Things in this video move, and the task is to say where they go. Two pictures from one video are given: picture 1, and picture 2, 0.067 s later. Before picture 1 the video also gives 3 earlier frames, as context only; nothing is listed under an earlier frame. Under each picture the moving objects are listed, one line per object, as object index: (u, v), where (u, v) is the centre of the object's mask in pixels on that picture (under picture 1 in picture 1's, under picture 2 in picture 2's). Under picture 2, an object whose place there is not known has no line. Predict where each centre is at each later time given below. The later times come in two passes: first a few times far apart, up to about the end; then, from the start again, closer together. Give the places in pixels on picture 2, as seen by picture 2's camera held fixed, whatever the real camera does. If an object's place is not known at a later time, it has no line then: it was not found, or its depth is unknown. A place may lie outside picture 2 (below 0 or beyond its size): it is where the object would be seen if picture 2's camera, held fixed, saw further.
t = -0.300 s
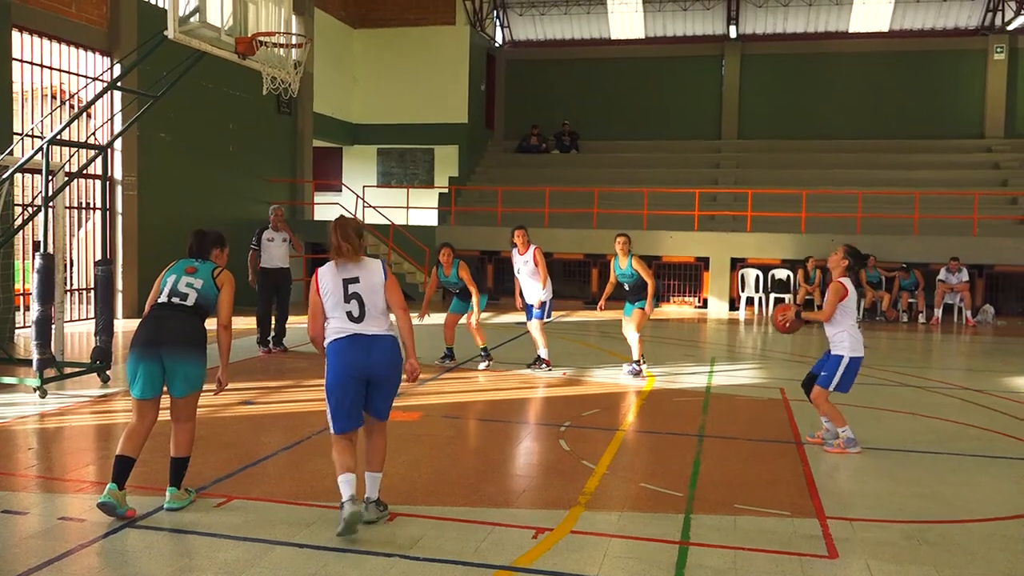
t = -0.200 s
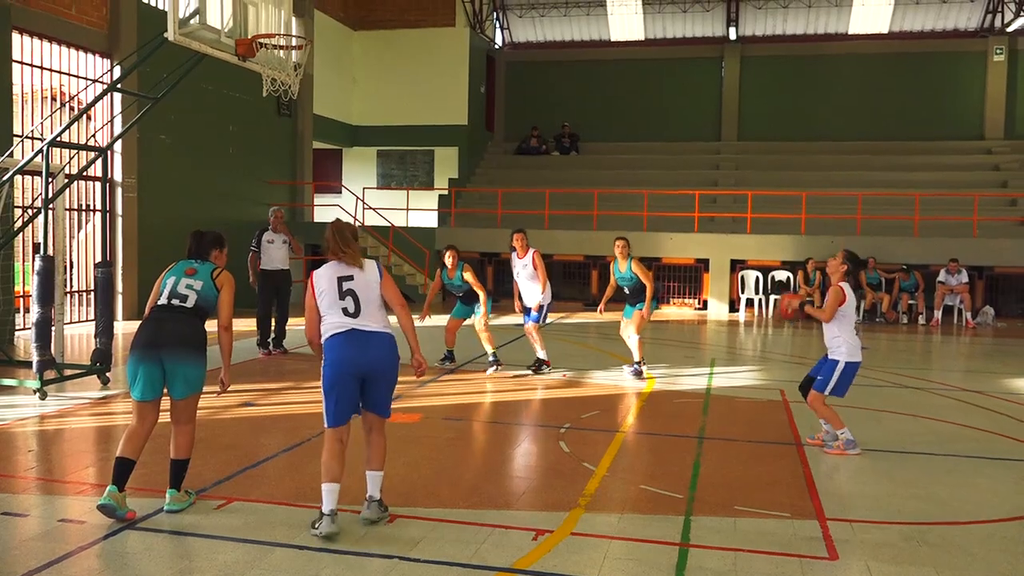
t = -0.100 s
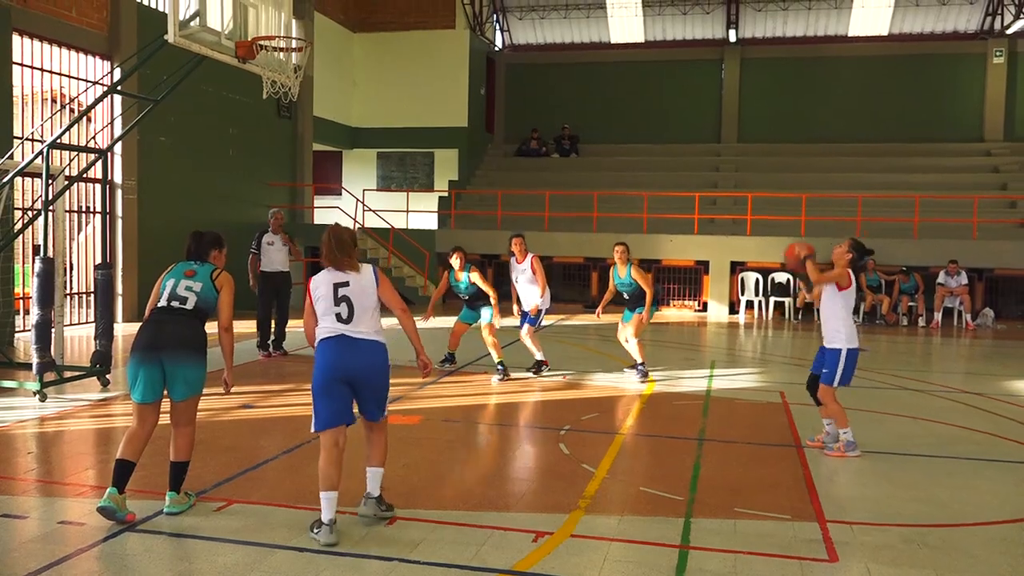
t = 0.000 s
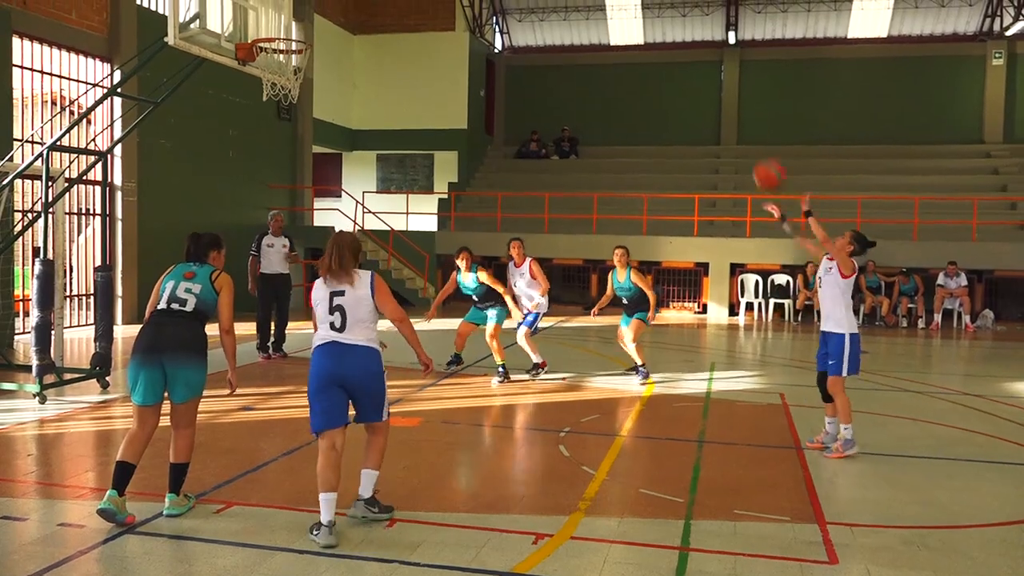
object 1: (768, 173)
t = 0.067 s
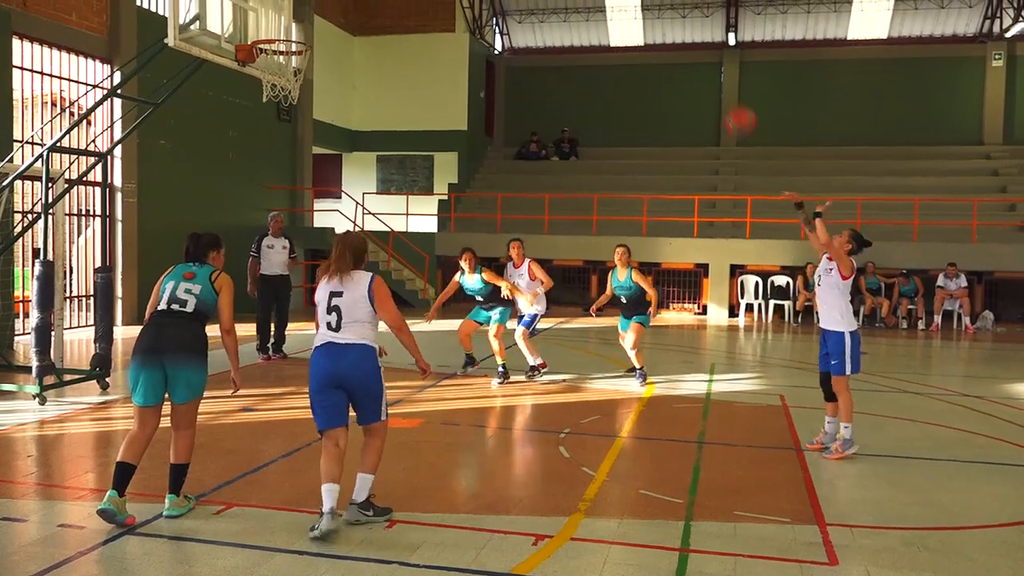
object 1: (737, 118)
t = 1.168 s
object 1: (296, 34)
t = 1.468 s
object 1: (284, 25)
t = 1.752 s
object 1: (291, 24)
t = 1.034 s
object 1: (338, -2)
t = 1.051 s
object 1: (329, -1)
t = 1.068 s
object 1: (325, 4)
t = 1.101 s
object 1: (313, 19)
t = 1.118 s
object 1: (308, 31)
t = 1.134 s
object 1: (303, 33)
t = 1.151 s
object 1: (299, 33)
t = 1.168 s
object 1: (296, 34)
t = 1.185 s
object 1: (289, 33)
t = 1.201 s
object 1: (285, 33)
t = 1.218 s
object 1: (281, 33)
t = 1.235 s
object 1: (277, 35)
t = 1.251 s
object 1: (272, 37)
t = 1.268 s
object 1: (271, 35)
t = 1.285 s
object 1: (273, 34)
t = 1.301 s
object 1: (274, 32)
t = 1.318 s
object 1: (275, 32)
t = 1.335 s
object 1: (276, 32)
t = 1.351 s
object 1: (277, 30)
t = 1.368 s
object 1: (278, 30)
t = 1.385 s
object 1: (279, 29)
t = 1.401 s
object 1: (281, 29)
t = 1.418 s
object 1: (282, 29)
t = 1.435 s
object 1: (282, 27)
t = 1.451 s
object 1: (283, 26)
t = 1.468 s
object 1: (284, 25)
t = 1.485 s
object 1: (284, 24)
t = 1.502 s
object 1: (285, 24)
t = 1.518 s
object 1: (286, 24)
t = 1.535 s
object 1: (286, 24)
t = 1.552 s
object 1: (287, 25)
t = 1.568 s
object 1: (287, 26)
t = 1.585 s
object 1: (289, 26)
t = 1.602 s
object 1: (289, 25)
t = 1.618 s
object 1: (290, 25)
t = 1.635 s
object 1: (290, 25)
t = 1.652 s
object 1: (290, 25)
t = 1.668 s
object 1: (290, 25)
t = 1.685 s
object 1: (290, 25)
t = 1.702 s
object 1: (291, 25)
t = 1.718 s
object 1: (291, 25)
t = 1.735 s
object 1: (291, 25)
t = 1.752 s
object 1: (291, 24)
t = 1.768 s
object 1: (291, 25)
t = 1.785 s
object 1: (291, 25)
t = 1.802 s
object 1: (291, 25)
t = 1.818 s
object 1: (291, 25)
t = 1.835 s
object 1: (291, 25)
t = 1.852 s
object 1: (290, 25)
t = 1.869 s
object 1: (290, 25)
